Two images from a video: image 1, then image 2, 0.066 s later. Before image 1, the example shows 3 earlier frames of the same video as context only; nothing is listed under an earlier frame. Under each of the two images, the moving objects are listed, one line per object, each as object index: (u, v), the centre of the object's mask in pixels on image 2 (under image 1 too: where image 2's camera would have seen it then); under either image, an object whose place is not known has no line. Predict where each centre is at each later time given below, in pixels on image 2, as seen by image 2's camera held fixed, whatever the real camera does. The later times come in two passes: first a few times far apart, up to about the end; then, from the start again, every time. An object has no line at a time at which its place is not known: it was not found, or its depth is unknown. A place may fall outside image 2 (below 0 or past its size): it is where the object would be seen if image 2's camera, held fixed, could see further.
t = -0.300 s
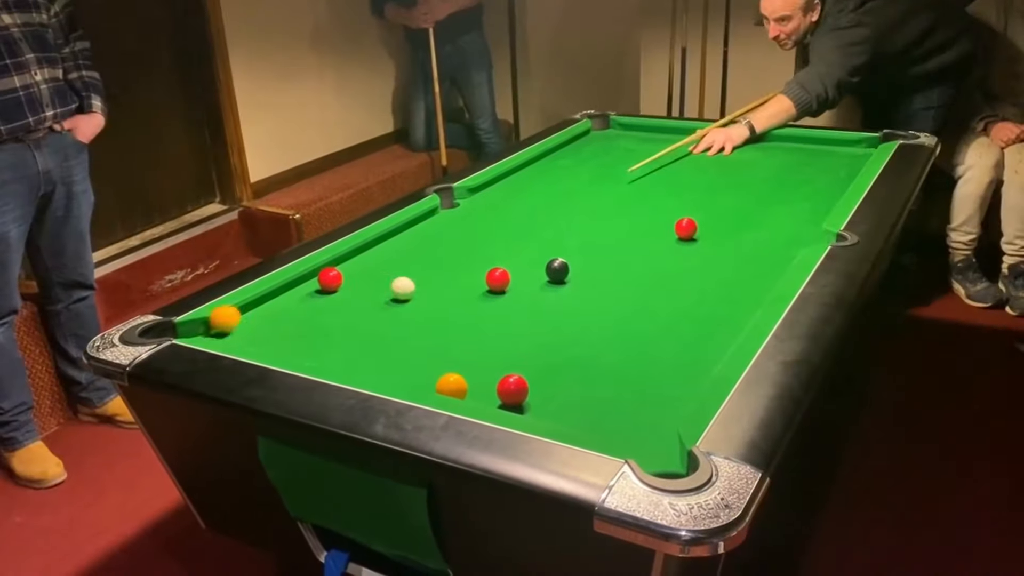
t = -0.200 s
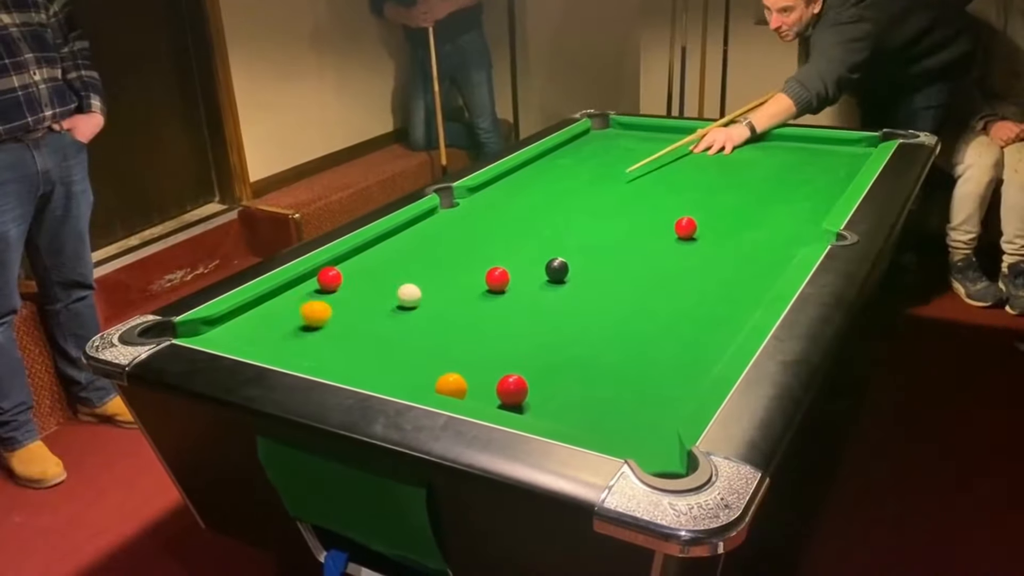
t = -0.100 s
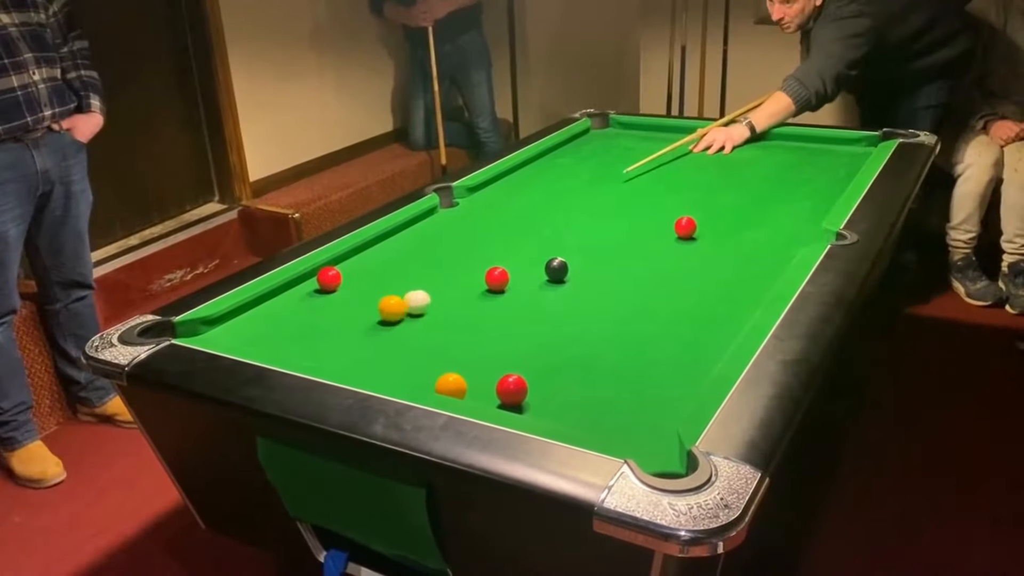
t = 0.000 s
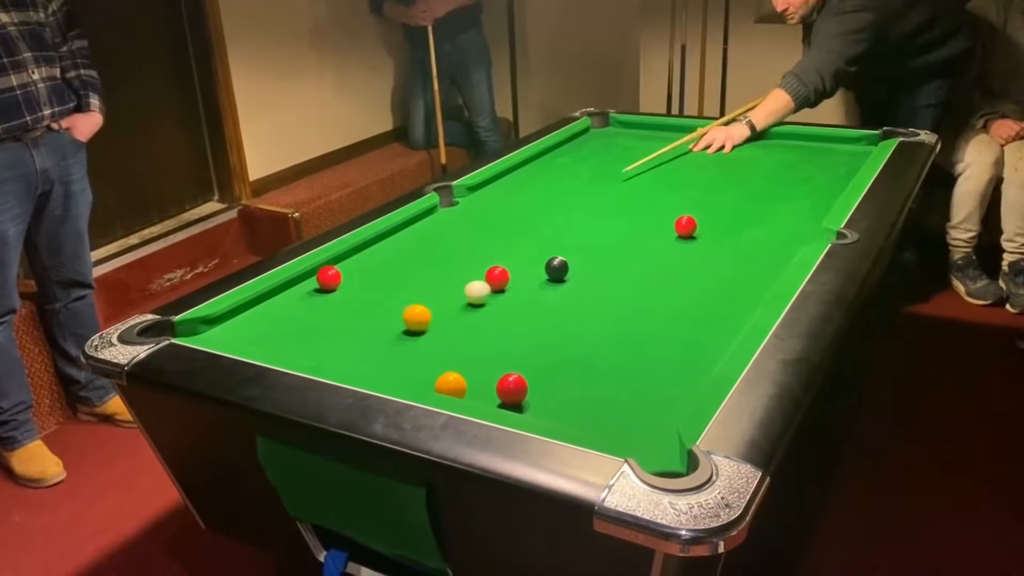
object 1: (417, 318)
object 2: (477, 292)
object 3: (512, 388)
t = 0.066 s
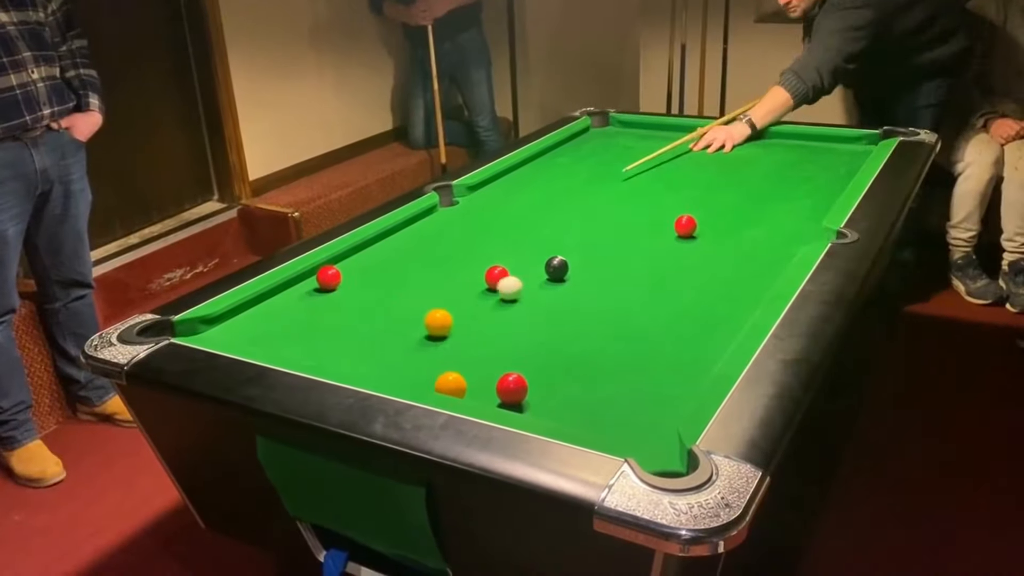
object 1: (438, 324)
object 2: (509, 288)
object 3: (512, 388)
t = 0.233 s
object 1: (497, 336)
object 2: (584, 280)
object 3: (512, 389)
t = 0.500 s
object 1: (597, 358)
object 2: (696, 268)
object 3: (512, 389)
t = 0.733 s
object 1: (689, 378)
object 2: (783, 257)
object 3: (512, 389)
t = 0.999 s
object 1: (620, 378)
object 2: (746, 233)
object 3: (512, 389)
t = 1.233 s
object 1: (560, 377)
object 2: (719, 216)
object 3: (512, 389)
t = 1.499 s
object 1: (508, 368)
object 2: (693, 200)
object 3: (504, 393)
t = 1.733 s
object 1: (476, 363)
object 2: (675, 188)
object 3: (495, 394)
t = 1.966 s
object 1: (448, 357)
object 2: (659, 178)
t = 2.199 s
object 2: (646, 170)
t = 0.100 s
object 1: (450, 326)
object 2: (525, 287)
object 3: (512, 388)
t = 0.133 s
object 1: (462, 329)
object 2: (540, 285)
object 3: (512, 388)
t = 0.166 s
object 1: (473, 331)
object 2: (554, 283)
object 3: (512, 389)
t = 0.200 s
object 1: (485, 333)
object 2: (569, 281)
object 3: (512, 389)
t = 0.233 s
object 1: (497, 336)
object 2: (584, 280)
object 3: (512, 389)
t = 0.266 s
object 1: (510, 338)
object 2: (598, 278)
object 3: (512, 389)
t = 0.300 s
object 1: (522, 341)
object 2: (613, 277)
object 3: (512, 389)
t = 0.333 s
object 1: (534, 344)
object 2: (627, 275)
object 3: (512, 389)
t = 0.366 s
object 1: (546, 347)
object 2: (641, 274)
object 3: (512, 389)
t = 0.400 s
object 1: (559, 349)
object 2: (655, 272)
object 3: (512, 389)
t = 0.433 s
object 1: (571, 352)
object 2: (669, 271)
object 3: (512, 389)
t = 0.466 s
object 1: (584, 355)
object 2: (683, 270)
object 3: (512, 389)
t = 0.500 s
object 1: (597, 358)
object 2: (696, 268)
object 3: (512, 389)
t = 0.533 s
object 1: (610, 360)
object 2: (710, 267)
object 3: (512, 389)
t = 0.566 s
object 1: (623, 363)
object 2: (723, 265)
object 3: (512, 389)
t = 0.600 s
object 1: (636, 366)
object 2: (737, 264)
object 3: (512, 389)
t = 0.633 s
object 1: (649, 369)
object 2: (750, 262)
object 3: (512, 389)
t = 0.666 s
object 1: (663, 372)
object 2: (763, 261)
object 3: (512, 389)
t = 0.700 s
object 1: (676, 375)
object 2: (776, 259)
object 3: (512, 389)
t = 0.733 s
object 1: (689, 378)
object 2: (783, 257)
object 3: (512, 389)
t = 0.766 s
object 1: (686, 379)
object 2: (779, 254)
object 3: (512, 389)
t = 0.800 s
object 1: (675, 379)
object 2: (773, 251)
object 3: (512, 389)
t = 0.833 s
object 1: (666, 379)
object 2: (768, 248)
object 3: (512, 389)
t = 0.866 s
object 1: (656, 378)
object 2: (764, 245)
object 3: (512, 389)
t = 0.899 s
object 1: (647, 378)
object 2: (759, 242)
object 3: (512, 389)
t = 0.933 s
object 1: (638, 378)
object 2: (754, 239)
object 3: (512, 389)
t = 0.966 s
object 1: (629, 378)
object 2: (750, 236)
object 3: (512, 389)
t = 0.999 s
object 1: (620, 378)
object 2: (746, 233)
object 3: (512, 389)
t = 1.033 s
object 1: (611, 378)
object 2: (742, 231)
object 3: (512, 389)
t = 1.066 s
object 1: (602, 378)
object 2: (737, 228)
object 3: (512, 389)
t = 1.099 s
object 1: (593, 377)
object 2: (733, 225)
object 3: (512, 389)
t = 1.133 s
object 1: (585, 377)
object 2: (730, 223)
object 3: (512, 389)
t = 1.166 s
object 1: (576, 377)
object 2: (726, 221)
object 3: (512, 389)
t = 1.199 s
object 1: (568, 377)
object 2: (722, 219)
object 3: (512, 389)
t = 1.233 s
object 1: (560, 377)
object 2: (719, 216)
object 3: (512, 389)
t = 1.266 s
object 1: (552, 376)
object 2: (715, 214)
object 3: (512, 389)
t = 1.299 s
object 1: (544, 376)
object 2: (712, 212)
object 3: (512, 389)
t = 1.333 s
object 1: (537, 375)
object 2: (709, 210)
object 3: (511, 389)
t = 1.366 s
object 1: (531, 374)
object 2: (705, 208)
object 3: (511, 390)
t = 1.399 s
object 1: (526, 372)
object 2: (702, 206)
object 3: (509, 390)
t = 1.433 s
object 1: (520, 370)
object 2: (699, 204)
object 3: (507, 391)
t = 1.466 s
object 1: (514, 369)
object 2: (696, 202)
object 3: (506, 393)
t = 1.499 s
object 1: (508, 368)
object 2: (693, 200)
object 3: (504, 393)
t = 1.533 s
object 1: (503, 367)
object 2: (690, 198)
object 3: (503, 393)
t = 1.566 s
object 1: (498, 367)
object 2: (687, 197)
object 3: (501, 393)
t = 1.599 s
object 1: (493, 366)
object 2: (685, 195)
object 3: (500, 394)
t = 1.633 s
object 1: (489, 366)
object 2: (682, 193)
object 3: (498, 394)
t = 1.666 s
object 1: (484, 365)
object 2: (680, 192)
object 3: (497, 394)
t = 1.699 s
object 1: (480, 364)
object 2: (677, 190)
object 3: (496, 394)
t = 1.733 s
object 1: (476, 363)
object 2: (675, 188)
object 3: (495, 394)
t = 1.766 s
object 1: (471, 362)
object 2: (672, 187)
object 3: (494, 395)
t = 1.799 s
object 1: (467, 361)
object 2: (670, 185)
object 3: (493, 395)
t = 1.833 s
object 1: (463, 360)
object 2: (668, 184)
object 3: (492, 395)
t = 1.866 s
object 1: (460, 359)
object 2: (666, 182)
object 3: (491, 395)
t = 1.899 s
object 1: (456, 358)
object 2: (663, 181)
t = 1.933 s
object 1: (452, 357)
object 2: (661, 180)
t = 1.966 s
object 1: (448, 357)
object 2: (659, 178)
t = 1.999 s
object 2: (657, 177)
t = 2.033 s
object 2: (655, 176)
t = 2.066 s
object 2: (653, 174)
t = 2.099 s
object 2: (651, 173)
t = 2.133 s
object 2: (649, 172)
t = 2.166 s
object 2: (648, 171)
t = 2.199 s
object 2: (646, 170)
